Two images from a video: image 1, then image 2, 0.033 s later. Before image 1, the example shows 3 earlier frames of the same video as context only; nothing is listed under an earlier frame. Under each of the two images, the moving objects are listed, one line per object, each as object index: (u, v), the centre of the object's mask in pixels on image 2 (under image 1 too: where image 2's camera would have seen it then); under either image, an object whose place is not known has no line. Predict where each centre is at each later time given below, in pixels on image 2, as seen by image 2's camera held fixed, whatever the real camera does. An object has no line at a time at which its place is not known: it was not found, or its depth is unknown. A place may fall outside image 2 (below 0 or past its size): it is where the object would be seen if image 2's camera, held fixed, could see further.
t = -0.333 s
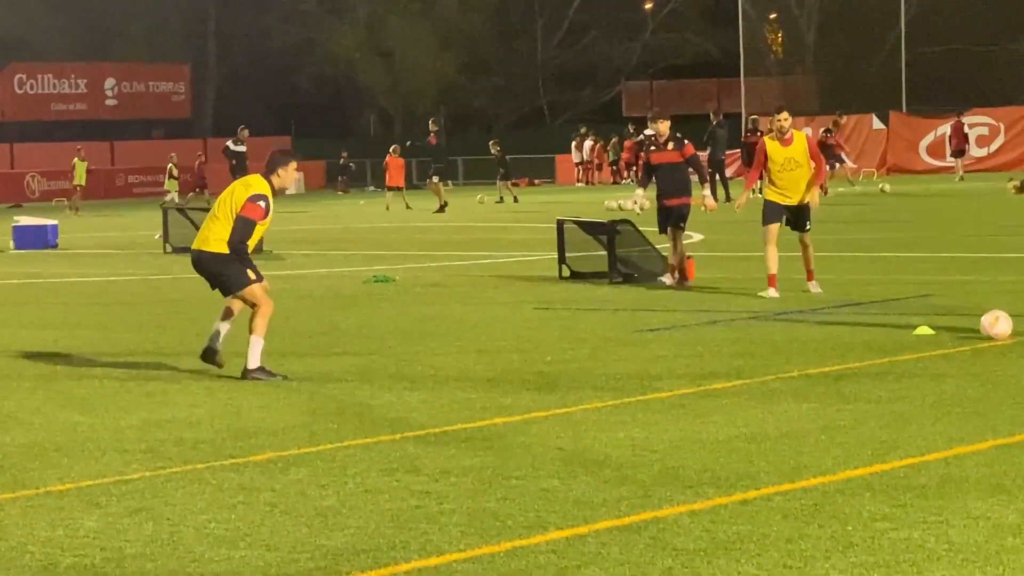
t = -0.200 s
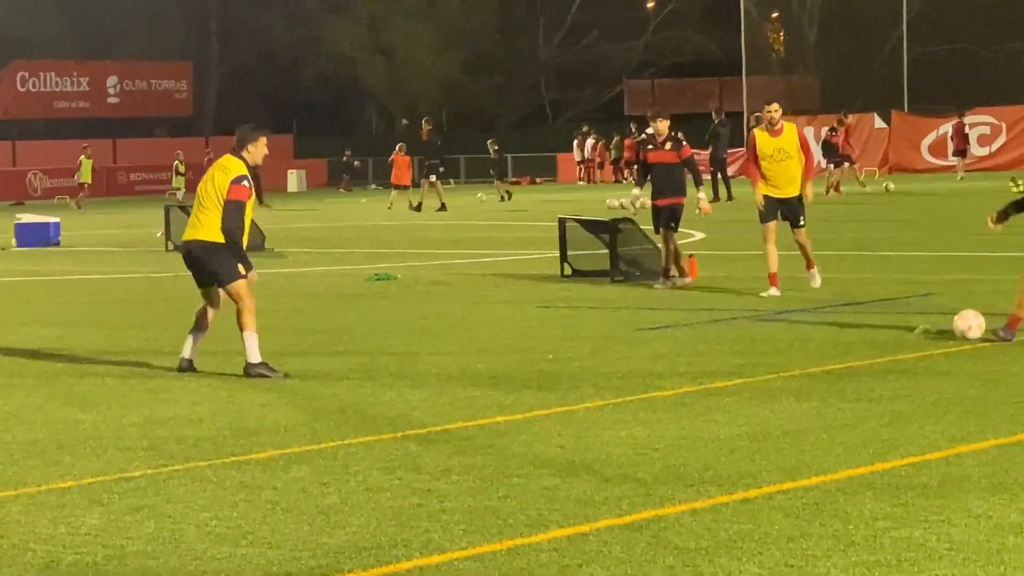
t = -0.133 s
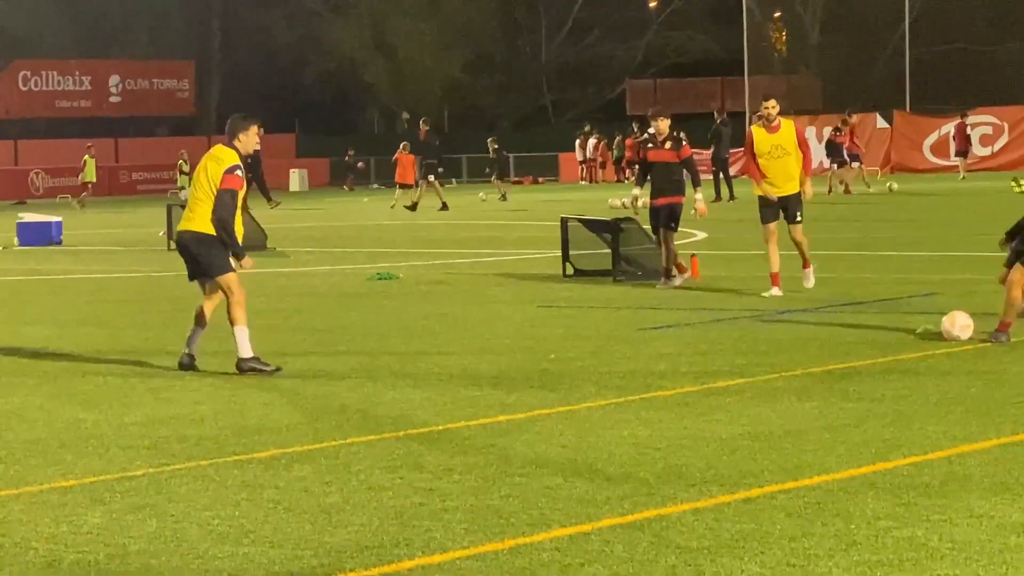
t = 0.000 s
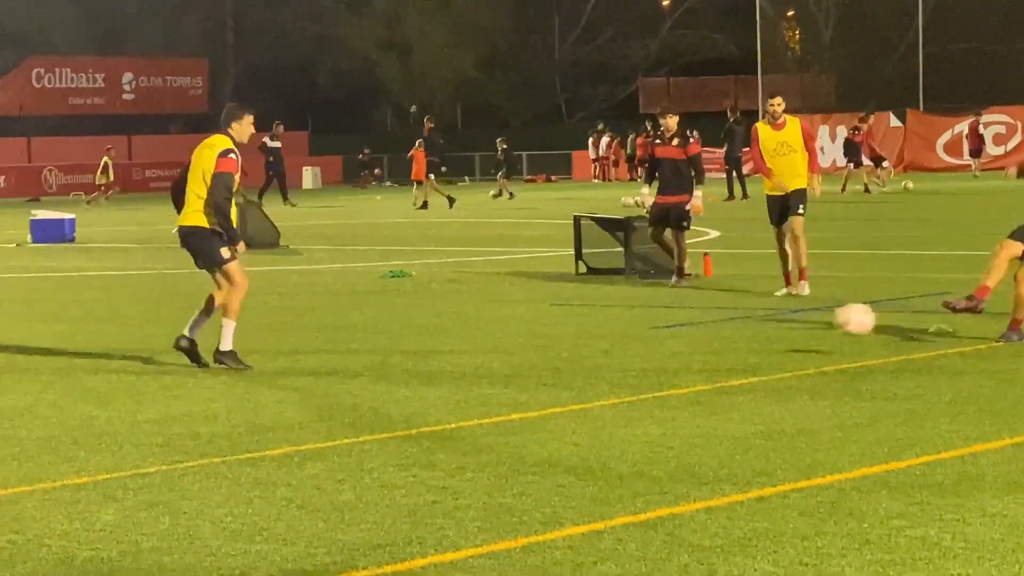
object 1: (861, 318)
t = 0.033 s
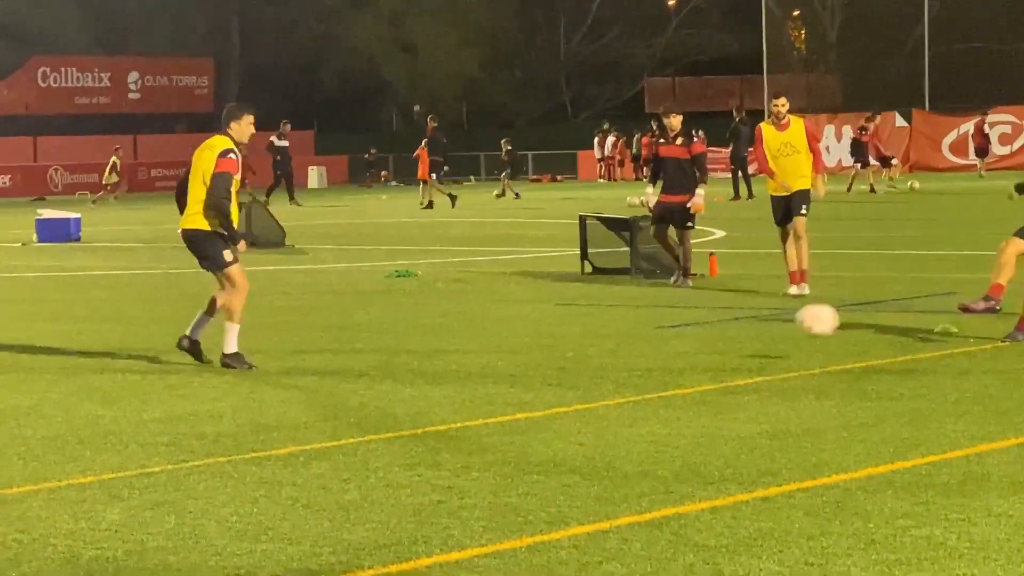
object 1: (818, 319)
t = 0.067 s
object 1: (775, 324)
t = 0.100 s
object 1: (731, 328)
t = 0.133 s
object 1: (686, 337)
